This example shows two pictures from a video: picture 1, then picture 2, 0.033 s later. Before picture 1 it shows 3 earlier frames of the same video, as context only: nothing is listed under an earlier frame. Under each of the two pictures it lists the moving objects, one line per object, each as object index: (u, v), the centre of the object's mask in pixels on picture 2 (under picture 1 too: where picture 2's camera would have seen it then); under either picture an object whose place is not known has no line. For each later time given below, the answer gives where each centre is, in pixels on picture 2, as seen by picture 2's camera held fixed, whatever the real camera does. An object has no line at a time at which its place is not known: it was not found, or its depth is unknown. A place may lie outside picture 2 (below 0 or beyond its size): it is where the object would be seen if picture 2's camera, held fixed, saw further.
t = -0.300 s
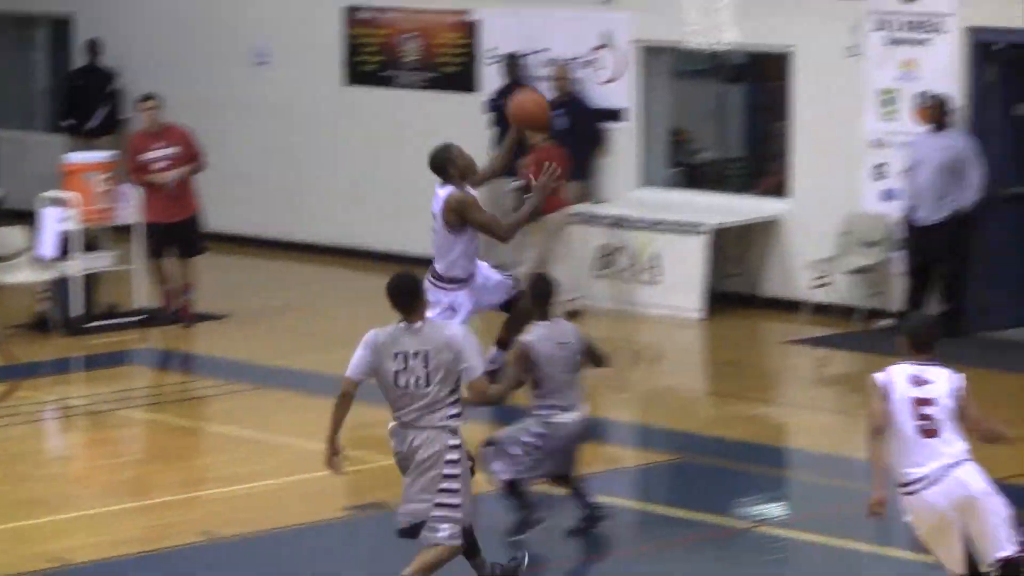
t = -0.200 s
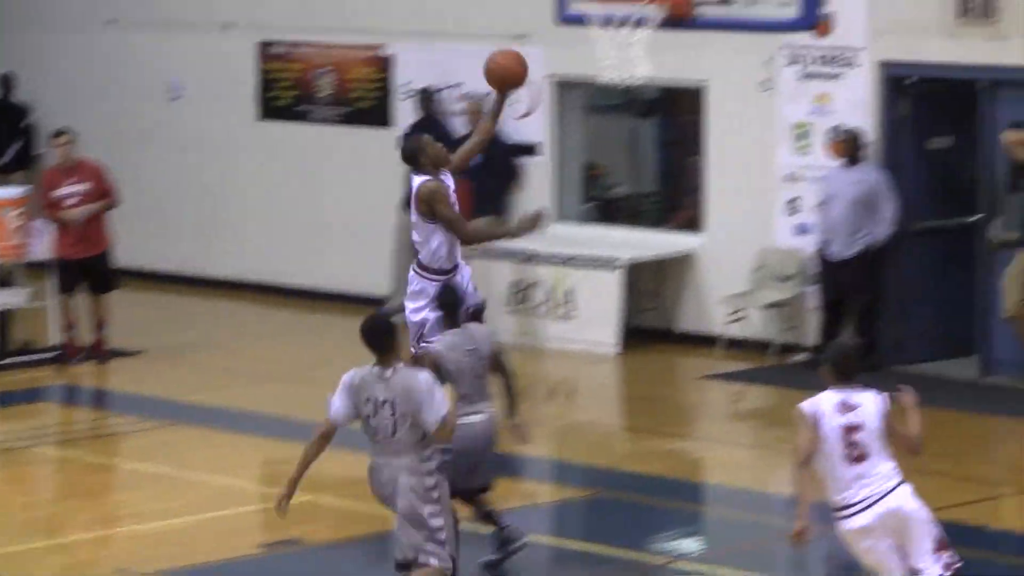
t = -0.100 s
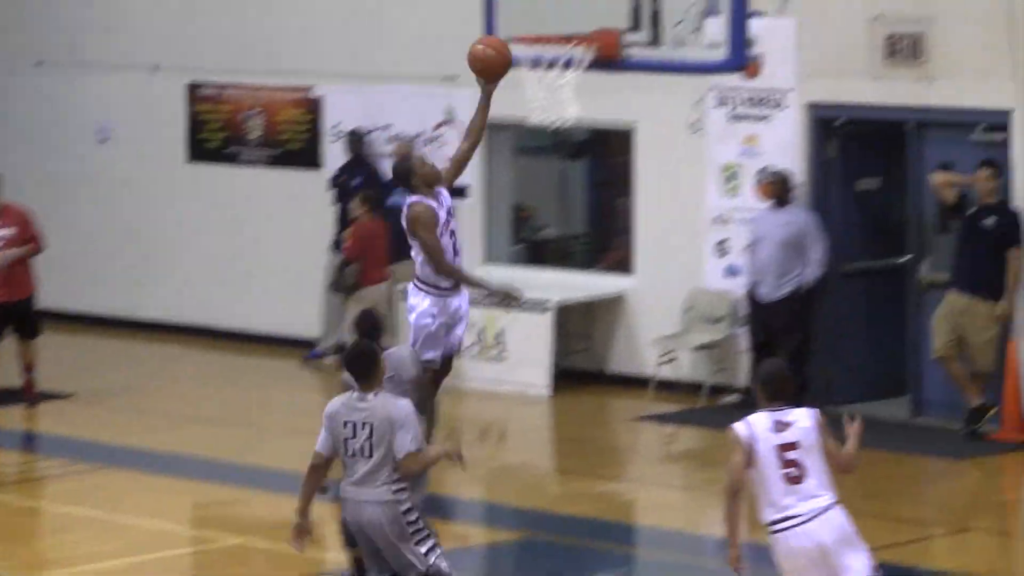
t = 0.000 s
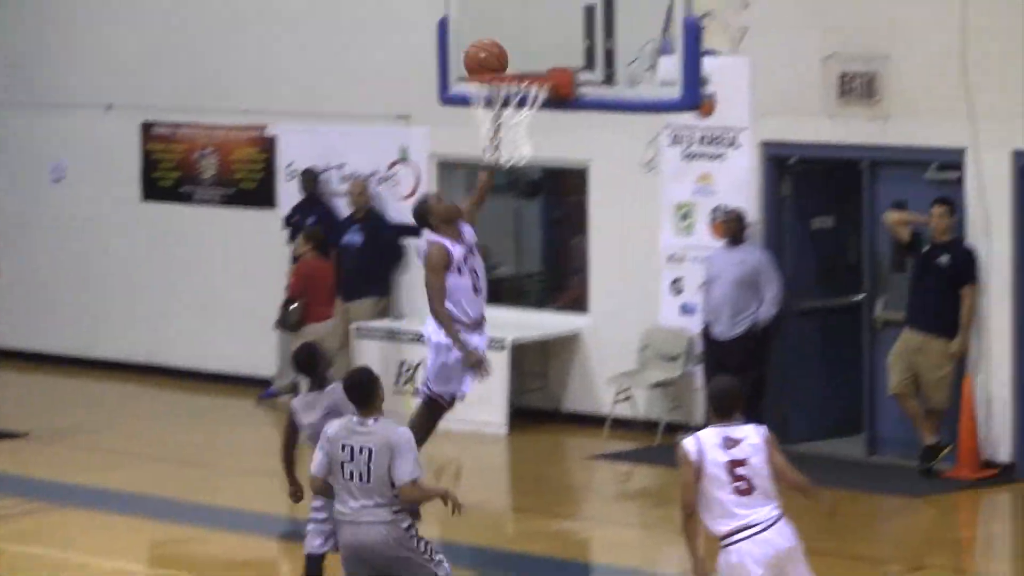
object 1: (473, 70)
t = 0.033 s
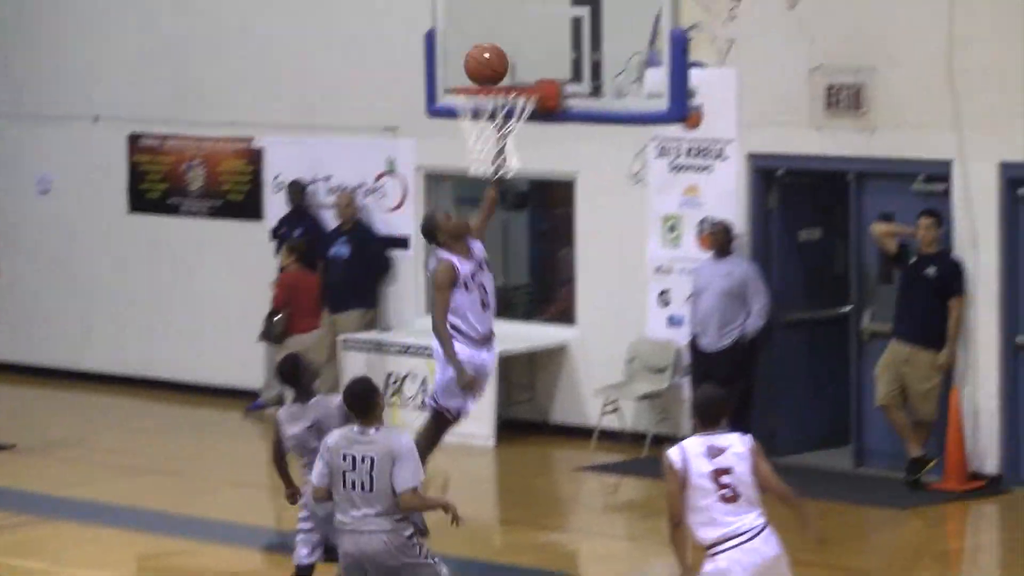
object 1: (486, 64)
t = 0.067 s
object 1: (489, 60)
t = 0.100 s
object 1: (488, 57)
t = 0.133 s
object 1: (487, 56)
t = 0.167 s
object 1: (487, 56)
